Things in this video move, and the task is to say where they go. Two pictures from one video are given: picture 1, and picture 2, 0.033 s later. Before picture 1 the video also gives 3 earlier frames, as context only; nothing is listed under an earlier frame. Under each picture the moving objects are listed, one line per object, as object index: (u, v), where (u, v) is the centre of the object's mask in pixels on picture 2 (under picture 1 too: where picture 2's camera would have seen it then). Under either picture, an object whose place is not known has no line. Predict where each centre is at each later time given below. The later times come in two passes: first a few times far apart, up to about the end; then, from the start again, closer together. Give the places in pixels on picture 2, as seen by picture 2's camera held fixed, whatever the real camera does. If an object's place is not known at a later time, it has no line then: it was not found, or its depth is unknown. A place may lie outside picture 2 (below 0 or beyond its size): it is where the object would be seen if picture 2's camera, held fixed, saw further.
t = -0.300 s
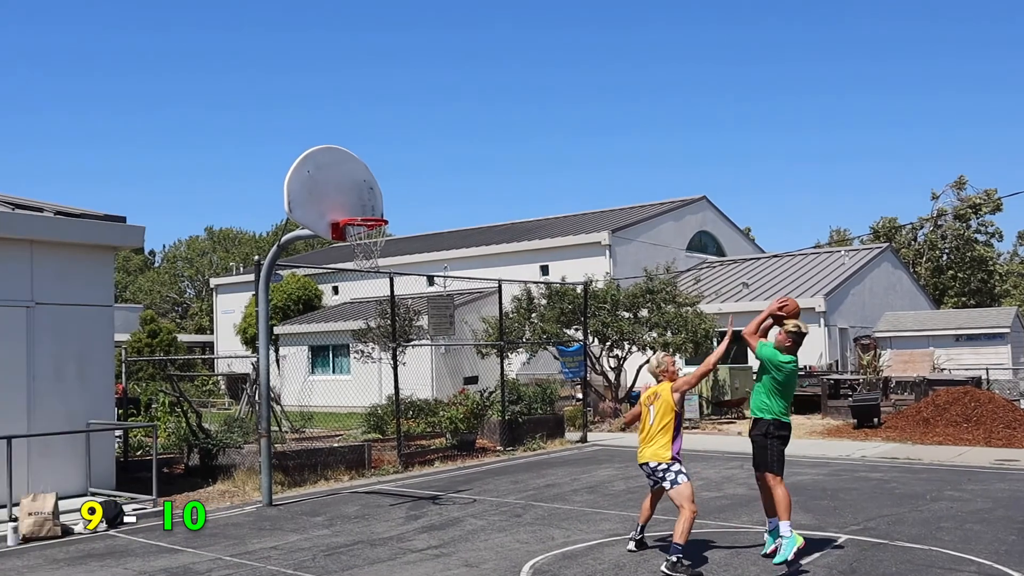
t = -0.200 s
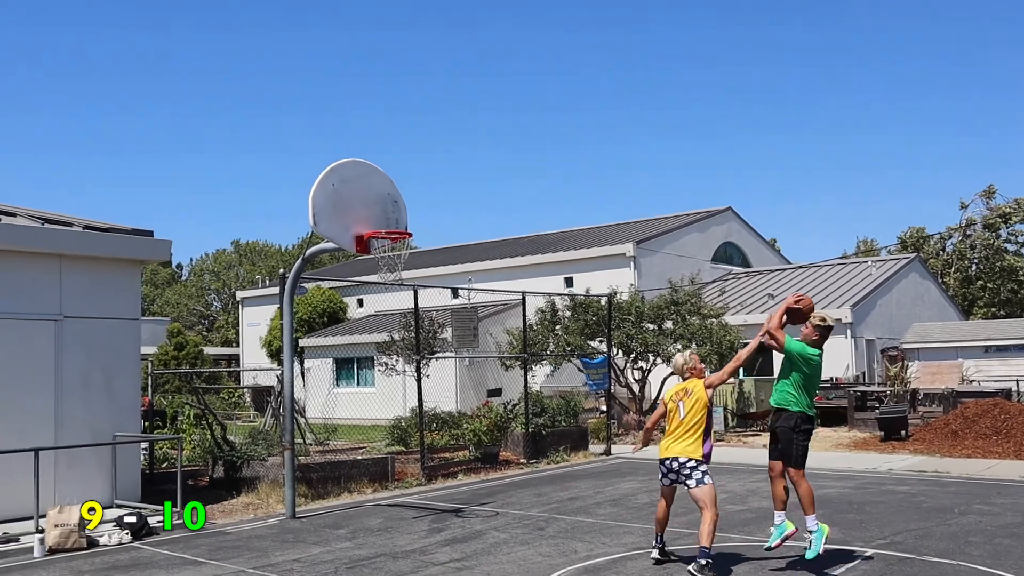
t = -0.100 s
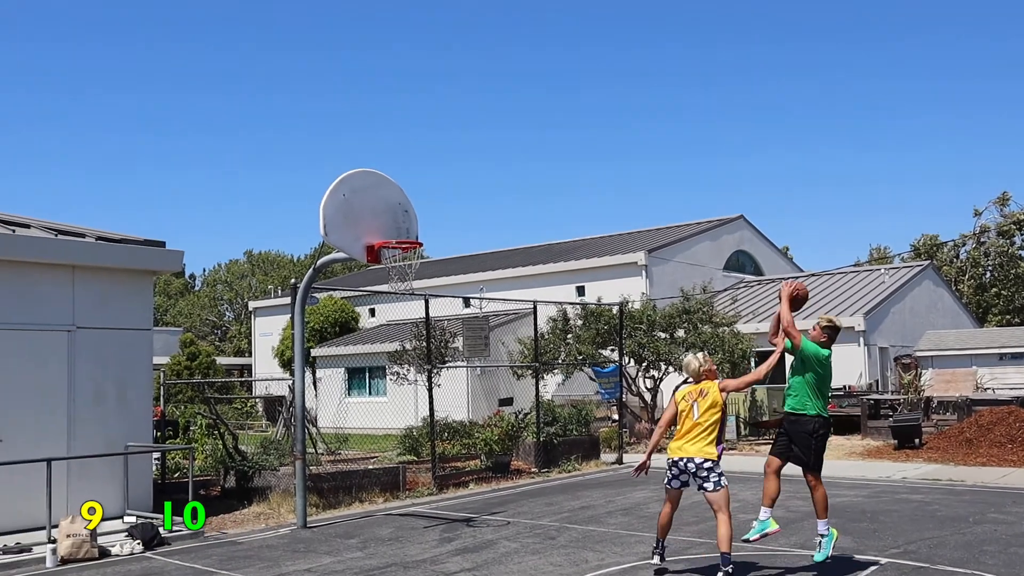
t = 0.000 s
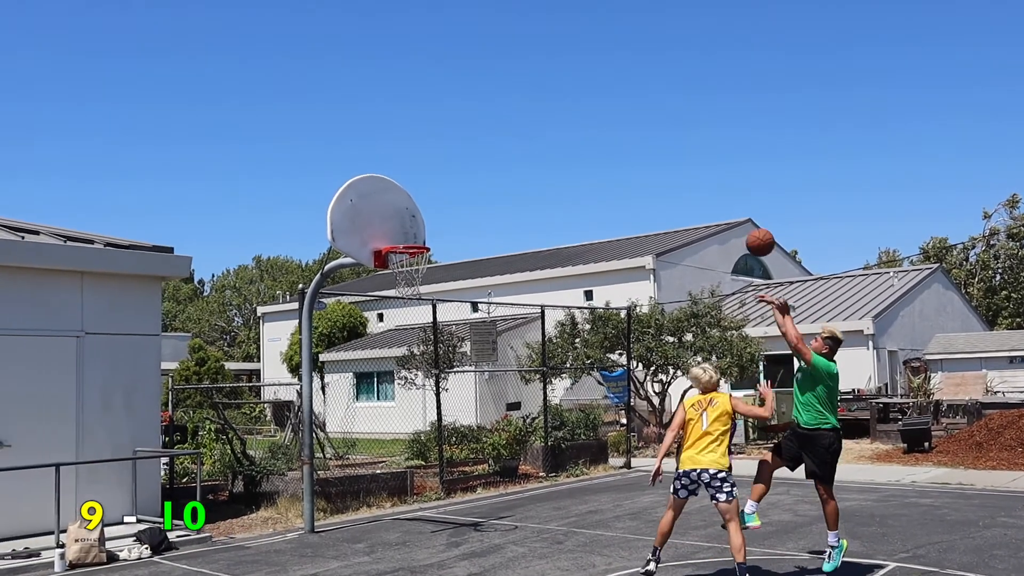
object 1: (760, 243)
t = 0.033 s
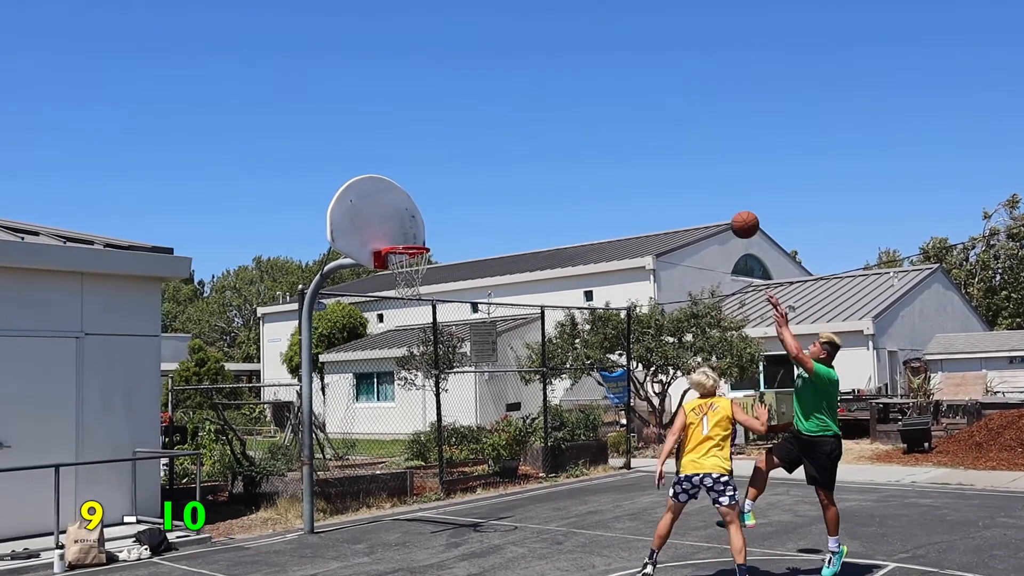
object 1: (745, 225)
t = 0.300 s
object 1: (637, 131)
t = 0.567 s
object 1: (551, 116)
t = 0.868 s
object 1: (468, 176)
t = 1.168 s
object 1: (423, 201)
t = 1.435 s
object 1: (413, 175)
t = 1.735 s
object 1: (423, 189)
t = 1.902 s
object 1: (434, 221)
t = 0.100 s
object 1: (716, 193)
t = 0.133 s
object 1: (701, 179)
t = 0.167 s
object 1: (688, 167)
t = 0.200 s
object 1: (675, 156)
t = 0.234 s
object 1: (662, 146)
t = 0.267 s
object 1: (649, 138)
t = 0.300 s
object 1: (637, 131)
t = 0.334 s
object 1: (626, 125)
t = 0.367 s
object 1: (614, 120)
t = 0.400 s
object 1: (604, 117)
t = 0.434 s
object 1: (593, 114)
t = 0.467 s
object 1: (582, 113)
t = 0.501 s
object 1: (571, 113)
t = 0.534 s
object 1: (561, 114)
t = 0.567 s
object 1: (551, 116)
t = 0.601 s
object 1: (541, 118)
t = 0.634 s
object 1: (532, 122)
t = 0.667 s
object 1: (522, 127)
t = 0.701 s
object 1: (513, 133)
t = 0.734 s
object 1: (504, 140)
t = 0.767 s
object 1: (495, 147)
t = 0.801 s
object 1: (486, 156)
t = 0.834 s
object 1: (477, 165)
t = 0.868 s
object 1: (468, 176)
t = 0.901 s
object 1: (460, 188)
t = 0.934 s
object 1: (451, 200)
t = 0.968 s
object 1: (443, 214)
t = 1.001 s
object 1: (434, 228)
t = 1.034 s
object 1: (428, 239)
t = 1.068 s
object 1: (427, 228)
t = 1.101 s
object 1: (425, 218)
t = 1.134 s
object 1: (424, 209)
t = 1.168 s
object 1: (423, 201)
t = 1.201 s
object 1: (421, 194)
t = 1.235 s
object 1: (420, 189)
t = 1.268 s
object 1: (418, 184)
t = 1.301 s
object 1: (418, 180)
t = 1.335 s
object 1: (417, 177)
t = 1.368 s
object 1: (416, 175)
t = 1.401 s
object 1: (414, 175)
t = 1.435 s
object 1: (413, 175)
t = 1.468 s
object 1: (412, 176)
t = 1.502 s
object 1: (412, 178)
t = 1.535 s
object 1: (411, 181)
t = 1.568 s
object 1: (413, 180)
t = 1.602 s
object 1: (414, 180)
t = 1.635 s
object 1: (416, 181)
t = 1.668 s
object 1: (419, 182)
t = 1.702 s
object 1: (421, 185)
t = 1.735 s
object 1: (423, 189)
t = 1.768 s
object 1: (425, 193)
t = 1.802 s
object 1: (427, 199)
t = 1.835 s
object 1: (430, 205)
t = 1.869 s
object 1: (432, 213)
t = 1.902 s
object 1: (434, 221)
